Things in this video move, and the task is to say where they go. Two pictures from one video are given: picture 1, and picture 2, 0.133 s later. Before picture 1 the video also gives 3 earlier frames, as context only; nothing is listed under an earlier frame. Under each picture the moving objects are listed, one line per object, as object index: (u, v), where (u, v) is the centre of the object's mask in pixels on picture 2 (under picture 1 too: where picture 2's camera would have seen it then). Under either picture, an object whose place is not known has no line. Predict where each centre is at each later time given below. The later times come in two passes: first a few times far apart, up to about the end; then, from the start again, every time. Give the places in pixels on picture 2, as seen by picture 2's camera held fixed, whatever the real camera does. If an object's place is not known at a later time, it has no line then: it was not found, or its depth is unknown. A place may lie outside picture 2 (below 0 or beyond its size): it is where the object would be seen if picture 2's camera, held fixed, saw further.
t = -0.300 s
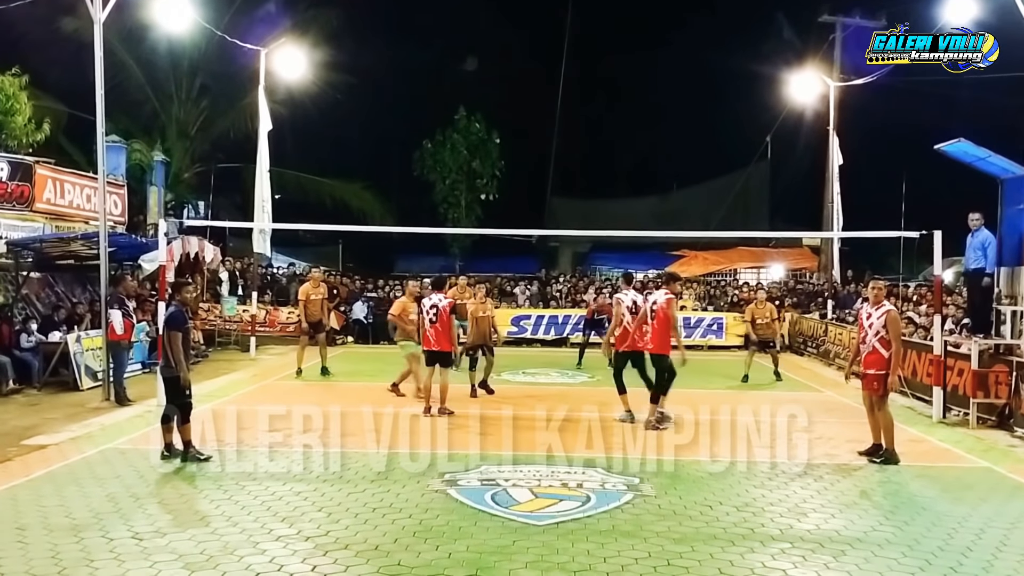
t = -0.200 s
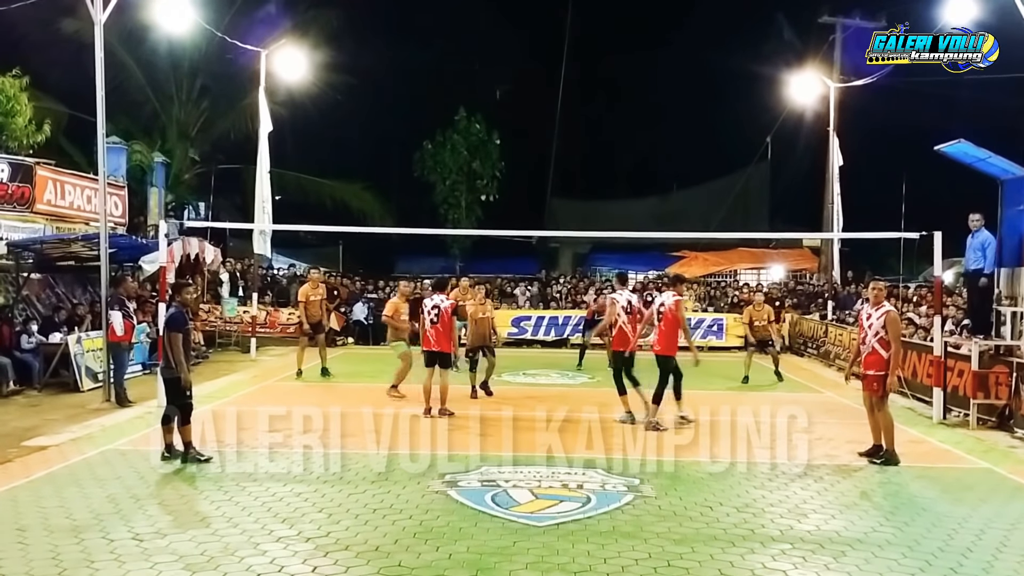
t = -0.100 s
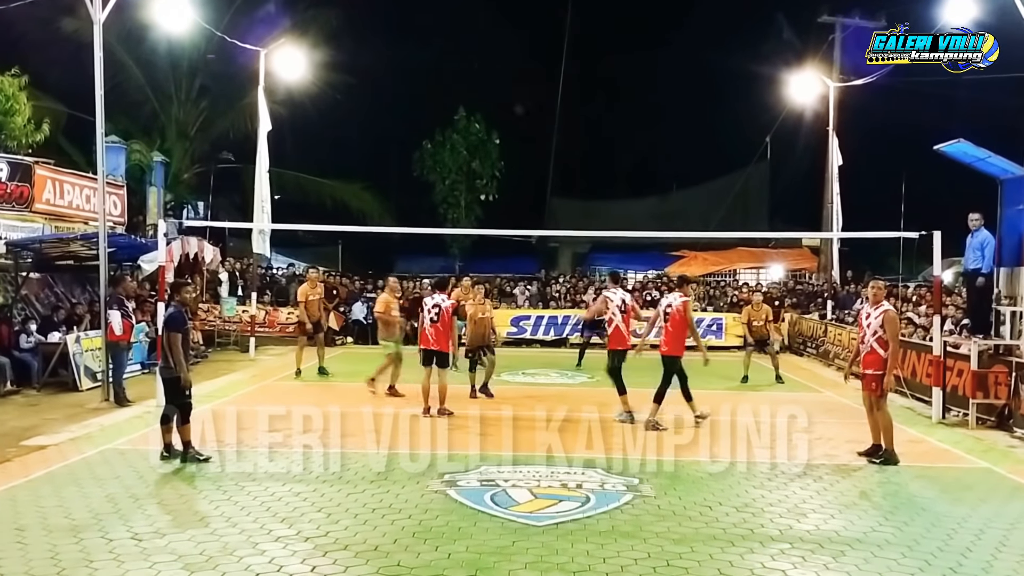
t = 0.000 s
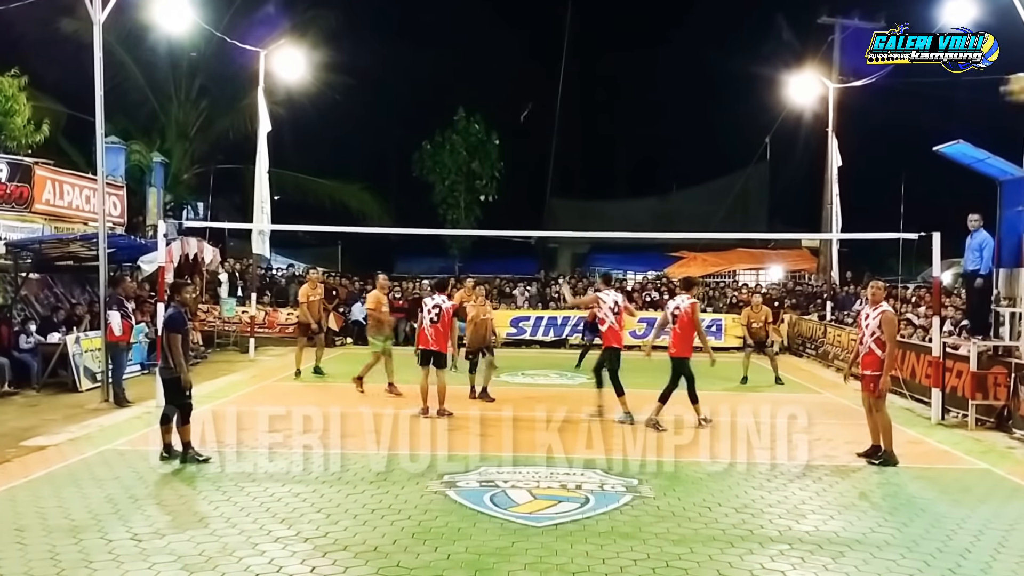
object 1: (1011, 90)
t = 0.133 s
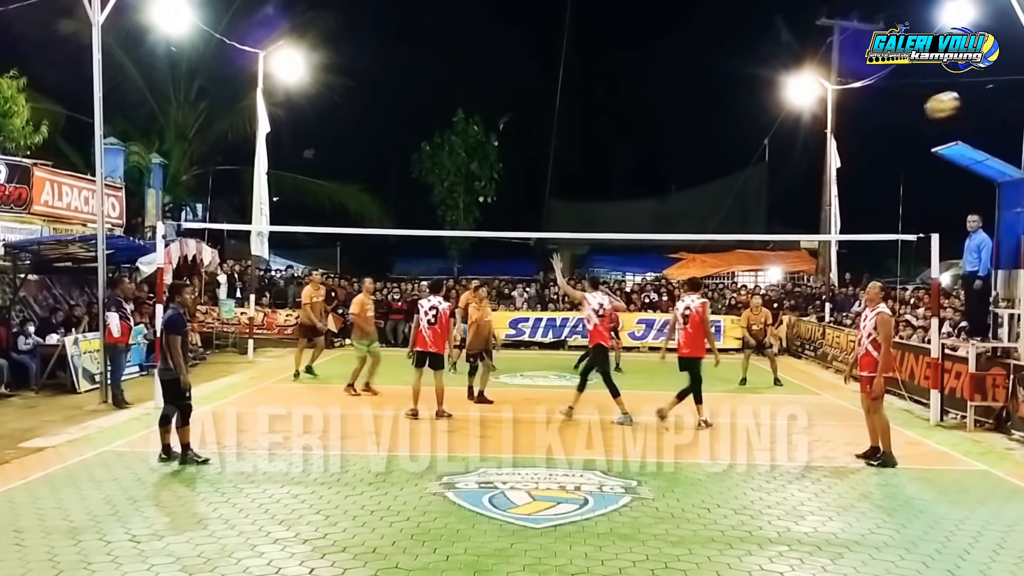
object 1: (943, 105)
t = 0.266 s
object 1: (890, 130)
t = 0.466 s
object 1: (844, 184)
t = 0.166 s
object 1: (927, 111)
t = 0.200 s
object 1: (913, 117)
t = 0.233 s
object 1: (901, 124)
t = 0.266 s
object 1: (890, 130)
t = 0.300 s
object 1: (880, 139)
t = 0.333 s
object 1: (871, 147)
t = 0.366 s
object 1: (863, 156)
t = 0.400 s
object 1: (855, 165)
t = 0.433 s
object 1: (849, 175)
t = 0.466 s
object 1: (844, 184)
